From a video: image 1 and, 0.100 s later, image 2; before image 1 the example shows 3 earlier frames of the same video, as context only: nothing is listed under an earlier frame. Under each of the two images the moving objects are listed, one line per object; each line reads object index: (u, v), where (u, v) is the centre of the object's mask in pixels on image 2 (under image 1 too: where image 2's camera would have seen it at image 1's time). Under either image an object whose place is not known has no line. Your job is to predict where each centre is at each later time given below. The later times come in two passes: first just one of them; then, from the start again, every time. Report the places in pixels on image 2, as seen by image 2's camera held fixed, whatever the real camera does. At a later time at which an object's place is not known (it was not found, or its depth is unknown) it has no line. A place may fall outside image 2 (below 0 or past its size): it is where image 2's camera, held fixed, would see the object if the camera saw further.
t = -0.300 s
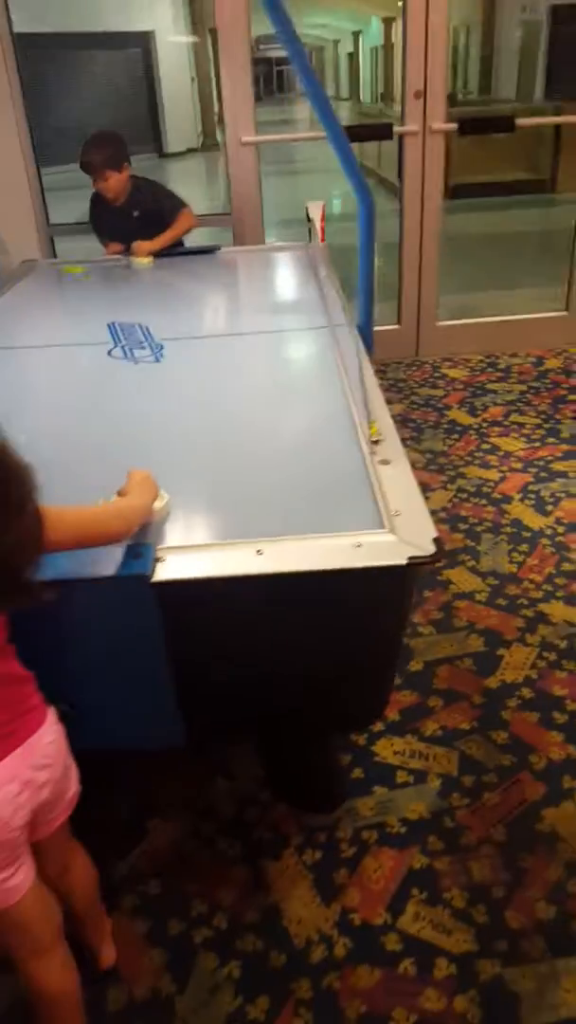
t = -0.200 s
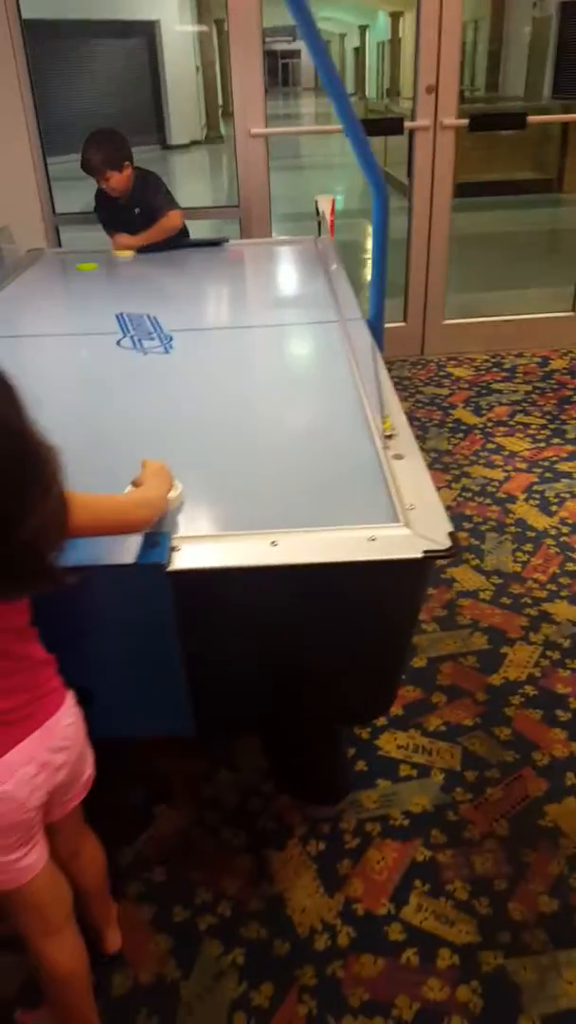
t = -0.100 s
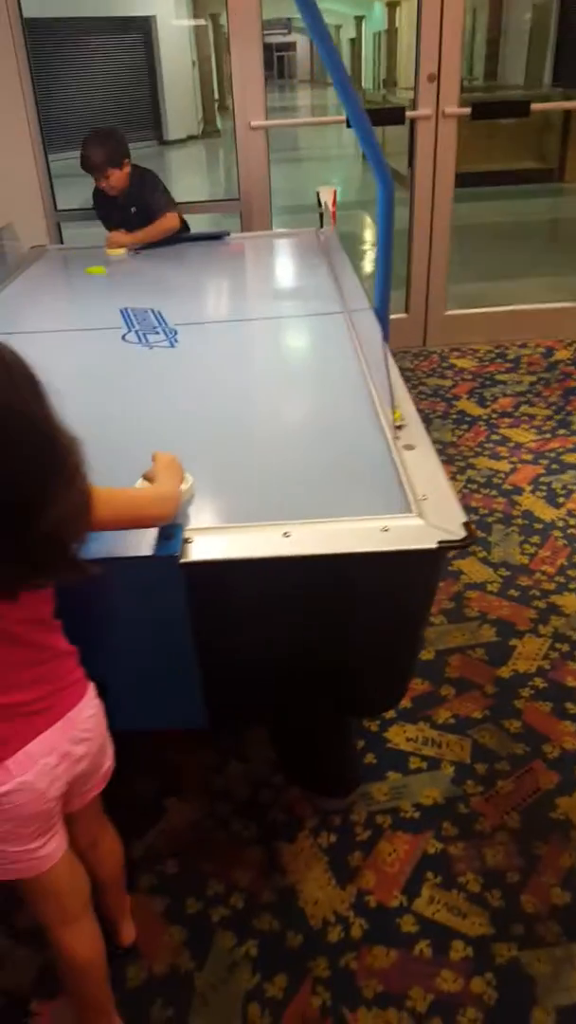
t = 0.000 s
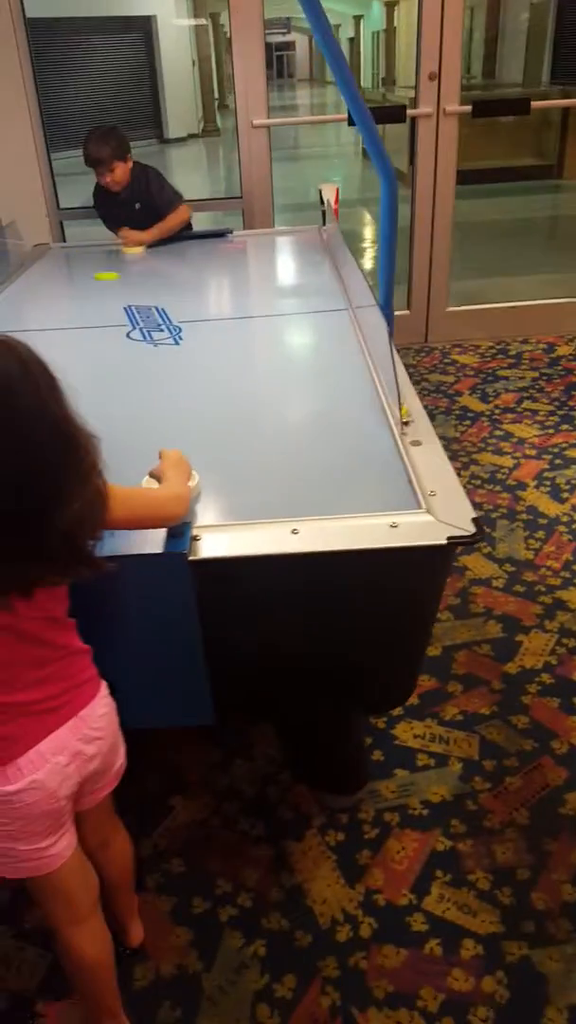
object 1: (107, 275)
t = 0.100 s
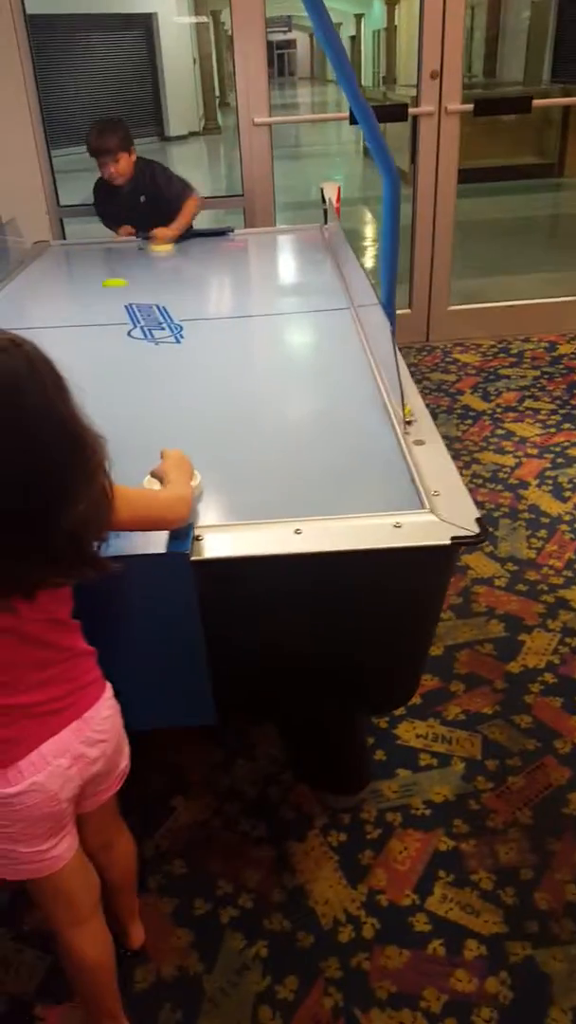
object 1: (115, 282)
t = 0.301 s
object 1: (130, 302)
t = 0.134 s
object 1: (116, 286)
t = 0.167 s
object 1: (117, 289)
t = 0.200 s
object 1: (120, 292)
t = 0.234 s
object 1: (123, 295)
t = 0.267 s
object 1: (127, 298)
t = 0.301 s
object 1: (130, 302)
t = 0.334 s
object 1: (132, 306)
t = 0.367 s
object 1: (137, 310)
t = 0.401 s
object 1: (140, 314)
